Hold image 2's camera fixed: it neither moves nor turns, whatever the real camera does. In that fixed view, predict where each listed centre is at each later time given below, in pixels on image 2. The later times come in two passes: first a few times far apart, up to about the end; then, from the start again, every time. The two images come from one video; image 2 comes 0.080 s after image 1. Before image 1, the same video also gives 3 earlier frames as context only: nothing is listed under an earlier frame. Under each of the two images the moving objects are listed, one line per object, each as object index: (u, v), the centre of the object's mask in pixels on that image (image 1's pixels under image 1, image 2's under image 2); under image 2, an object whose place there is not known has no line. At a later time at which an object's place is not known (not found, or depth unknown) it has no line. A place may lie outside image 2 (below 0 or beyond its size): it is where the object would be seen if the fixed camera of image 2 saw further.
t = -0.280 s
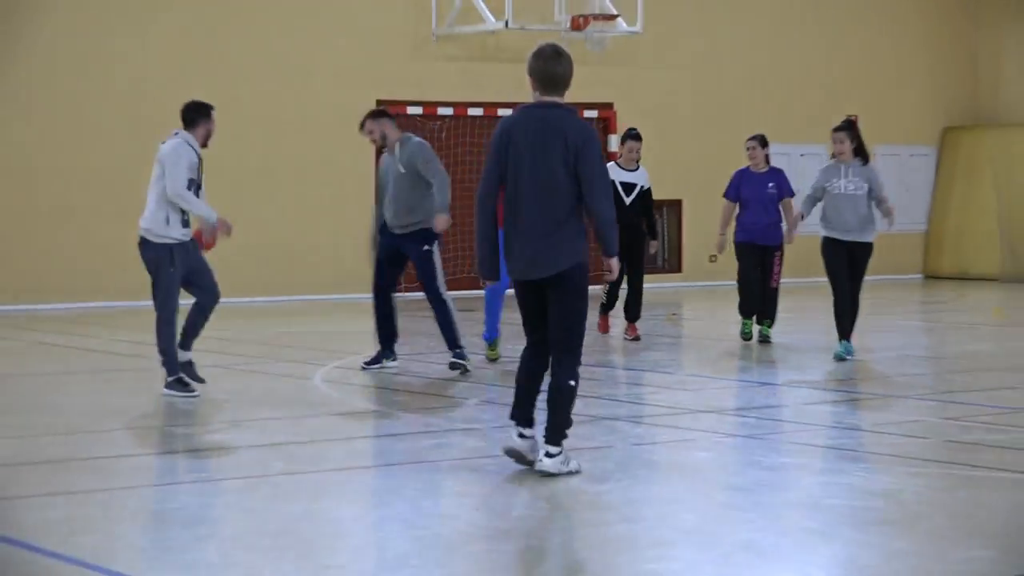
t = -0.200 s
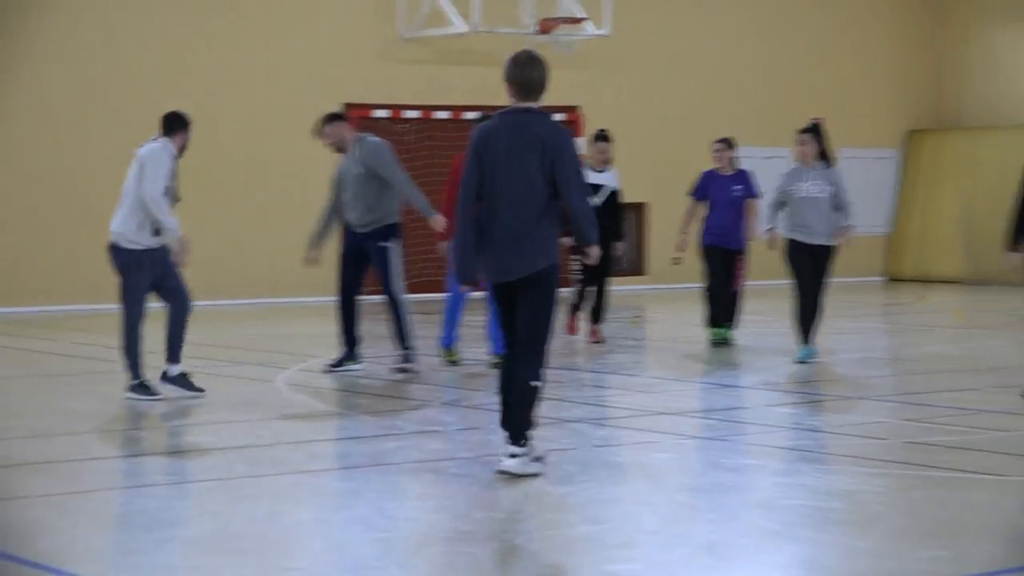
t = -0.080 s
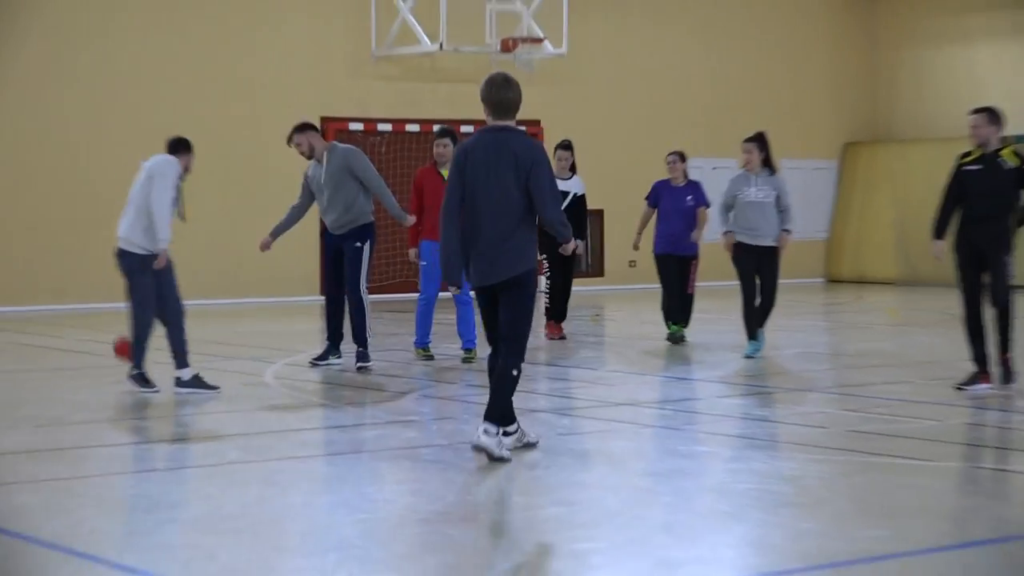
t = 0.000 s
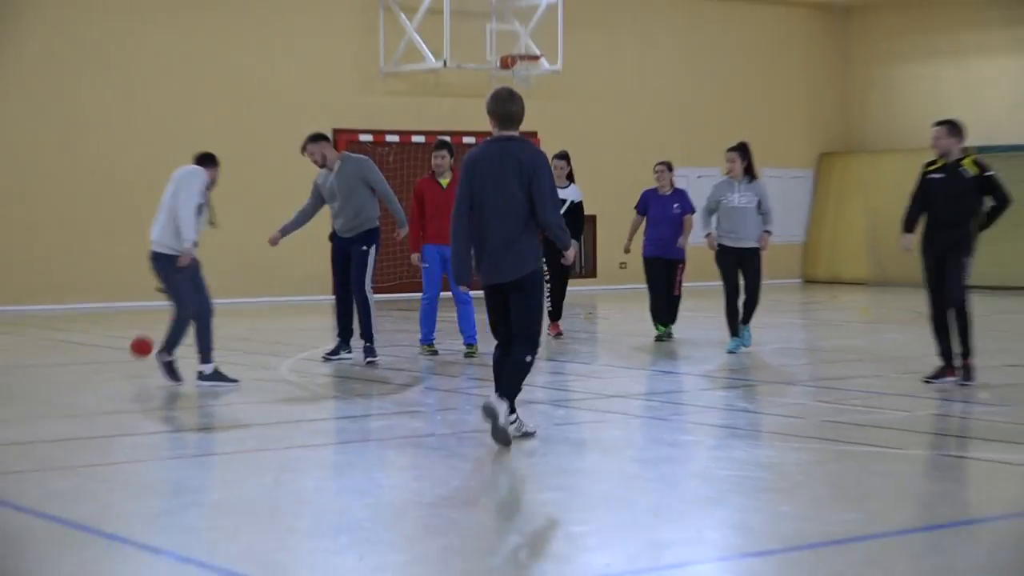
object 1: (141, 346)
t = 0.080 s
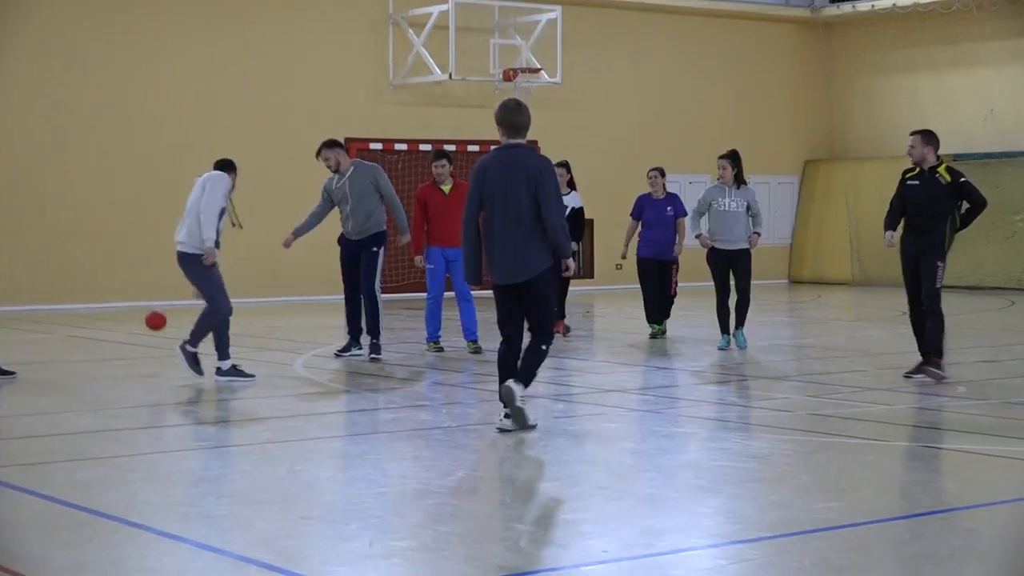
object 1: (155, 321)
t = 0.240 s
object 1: (145, 299)
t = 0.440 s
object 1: (127, 318)
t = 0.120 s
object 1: (154, 312)
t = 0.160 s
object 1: (151, 305)
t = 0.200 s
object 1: (148, 301)
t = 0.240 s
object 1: (145, 299)
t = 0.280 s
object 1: (141, 299)
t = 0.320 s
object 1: (138, 300)
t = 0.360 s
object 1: (134, 304)
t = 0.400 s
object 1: (131, 310)
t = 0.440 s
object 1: (127, 318)
